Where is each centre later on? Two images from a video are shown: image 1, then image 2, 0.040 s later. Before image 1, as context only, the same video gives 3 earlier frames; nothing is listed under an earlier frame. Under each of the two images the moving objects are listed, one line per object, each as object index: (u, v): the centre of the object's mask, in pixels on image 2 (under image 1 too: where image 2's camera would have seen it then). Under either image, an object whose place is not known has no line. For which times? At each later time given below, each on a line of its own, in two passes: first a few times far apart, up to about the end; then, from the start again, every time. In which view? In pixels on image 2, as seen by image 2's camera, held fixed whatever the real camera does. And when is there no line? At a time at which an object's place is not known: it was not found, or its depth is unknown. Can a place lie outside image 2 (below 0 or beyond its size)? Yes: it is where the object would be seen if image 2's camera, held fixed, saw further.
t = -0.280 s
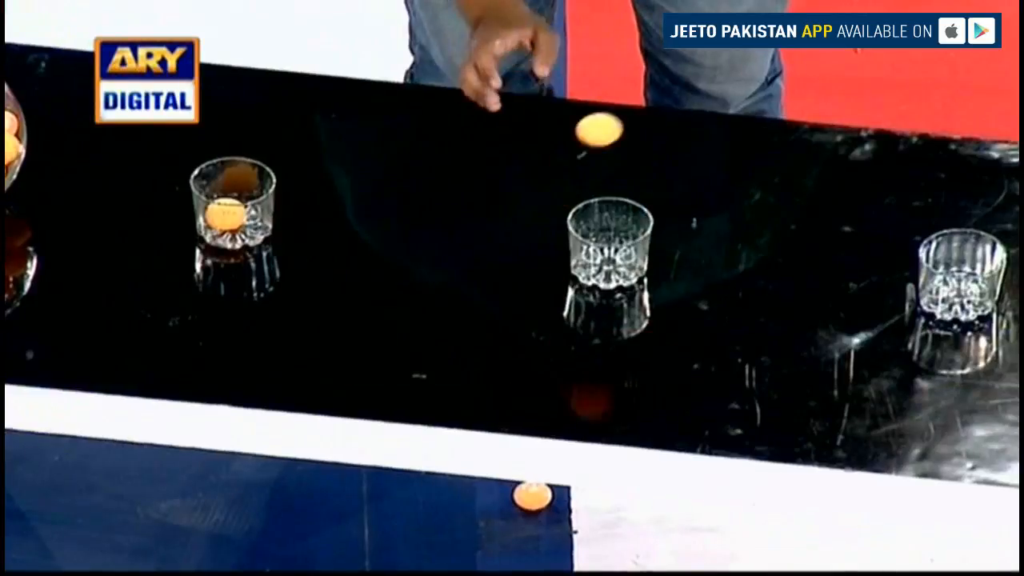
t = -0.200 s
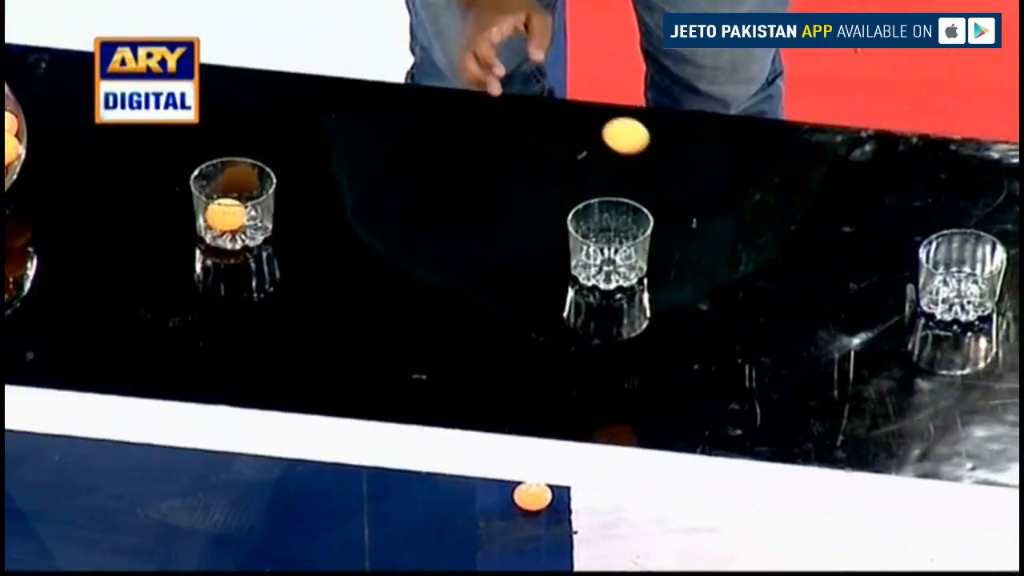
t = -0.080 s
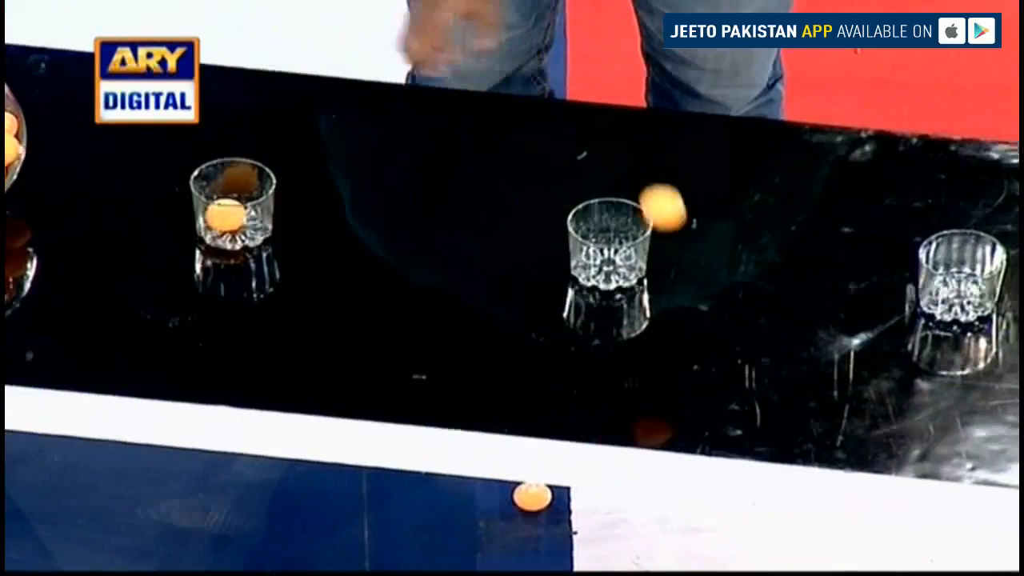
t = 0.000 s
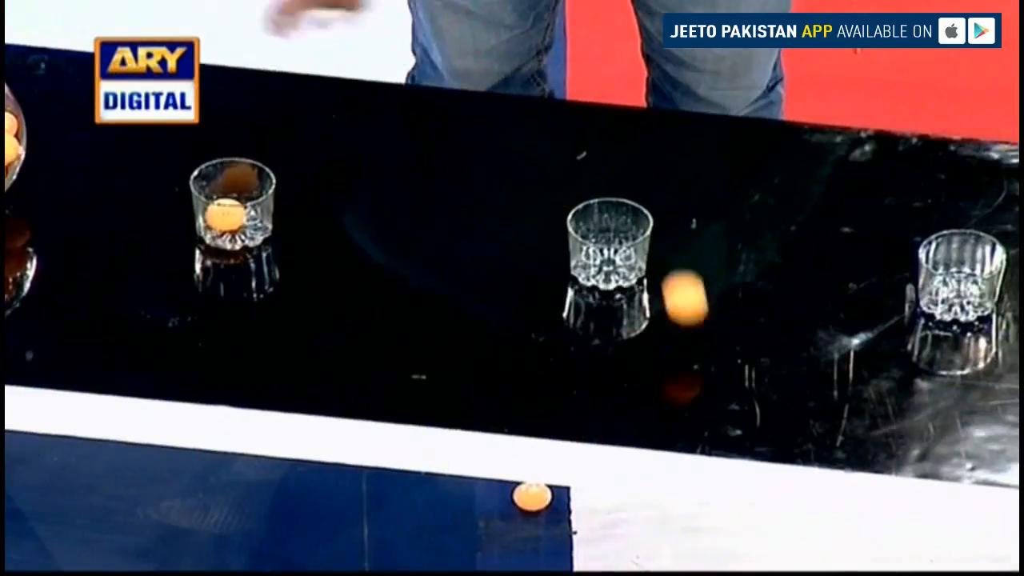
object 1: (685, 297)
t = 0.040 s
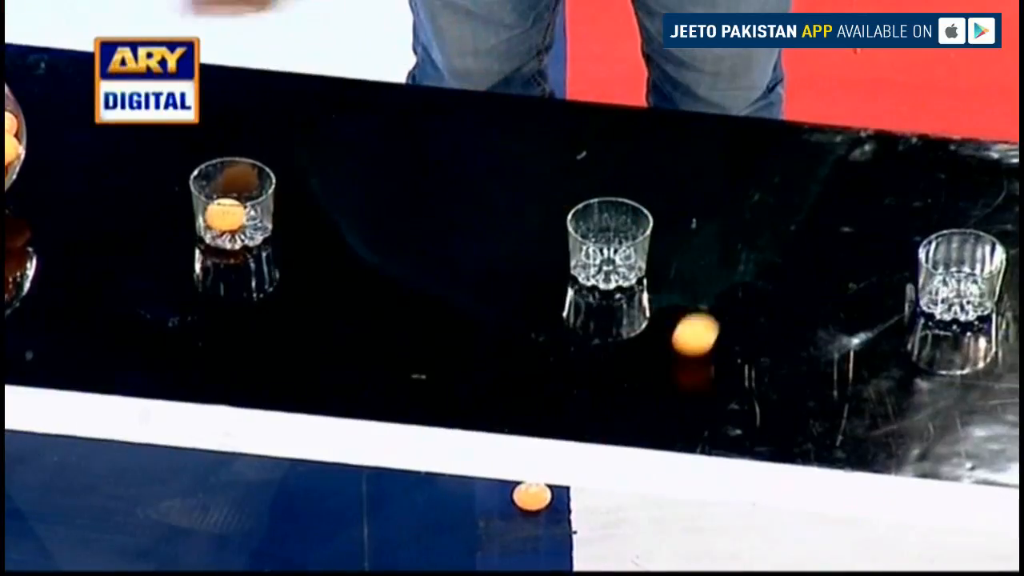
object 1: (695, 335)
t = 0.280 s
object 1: (774, 290)
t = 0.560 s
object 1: (859, 390)
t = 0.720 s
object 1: (911, 419)
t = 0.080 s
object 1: (709, 308)
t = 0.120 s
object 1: (723, 288)
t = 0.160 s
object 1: (736, 277)
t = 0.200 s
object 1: (749, 273)
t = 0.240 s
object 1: (762, 277)
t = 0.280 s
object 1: (774, 290)
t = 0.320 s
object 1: (786, 312)
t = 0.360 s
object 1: (796, 342)
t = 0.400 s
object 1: (807, 380)
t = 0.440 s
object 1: (816, 426)
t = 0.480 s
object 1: (829, 424)
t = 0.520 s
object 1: (844, 403)
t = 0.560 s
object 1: (859, 390)
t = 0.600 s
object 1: (873, 385)
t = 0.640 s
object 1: (886, 388)
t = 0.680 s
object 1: (898, 399)
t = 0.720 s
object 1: (911, 419)
